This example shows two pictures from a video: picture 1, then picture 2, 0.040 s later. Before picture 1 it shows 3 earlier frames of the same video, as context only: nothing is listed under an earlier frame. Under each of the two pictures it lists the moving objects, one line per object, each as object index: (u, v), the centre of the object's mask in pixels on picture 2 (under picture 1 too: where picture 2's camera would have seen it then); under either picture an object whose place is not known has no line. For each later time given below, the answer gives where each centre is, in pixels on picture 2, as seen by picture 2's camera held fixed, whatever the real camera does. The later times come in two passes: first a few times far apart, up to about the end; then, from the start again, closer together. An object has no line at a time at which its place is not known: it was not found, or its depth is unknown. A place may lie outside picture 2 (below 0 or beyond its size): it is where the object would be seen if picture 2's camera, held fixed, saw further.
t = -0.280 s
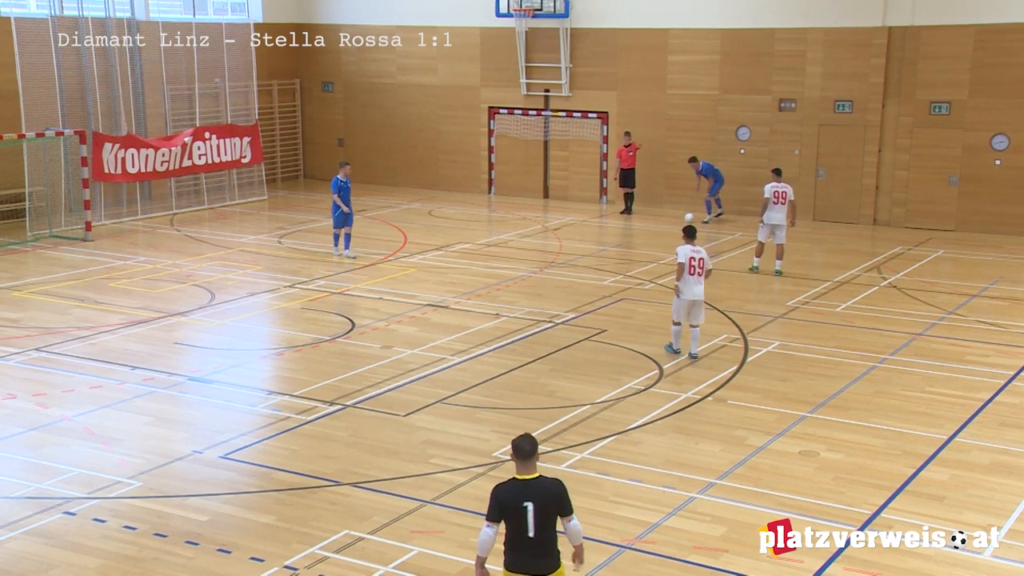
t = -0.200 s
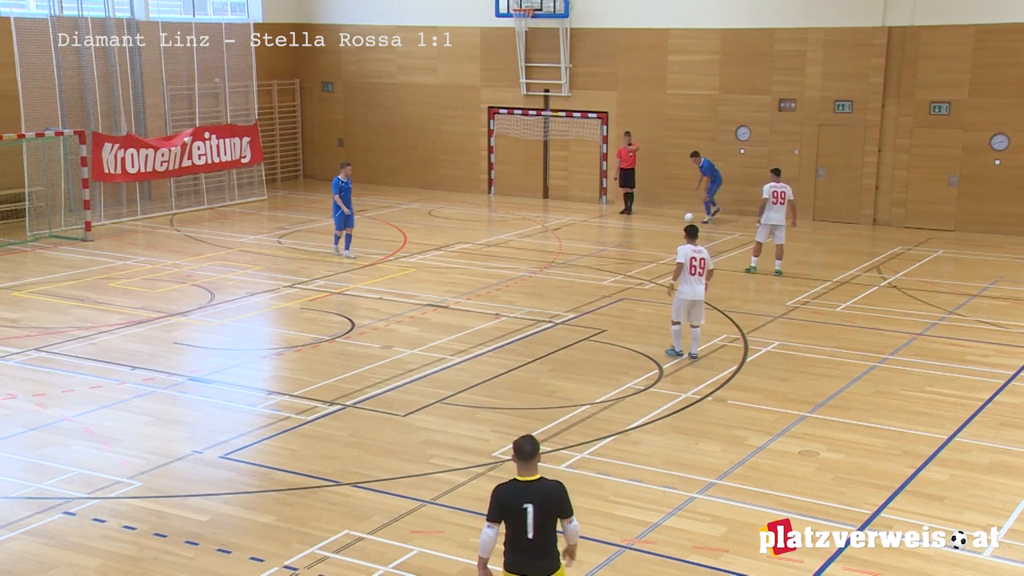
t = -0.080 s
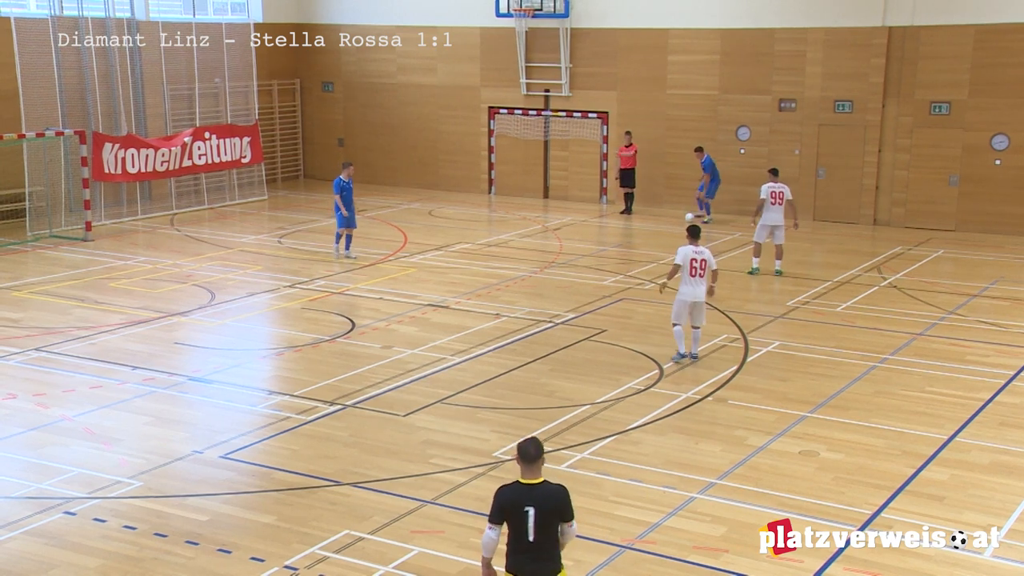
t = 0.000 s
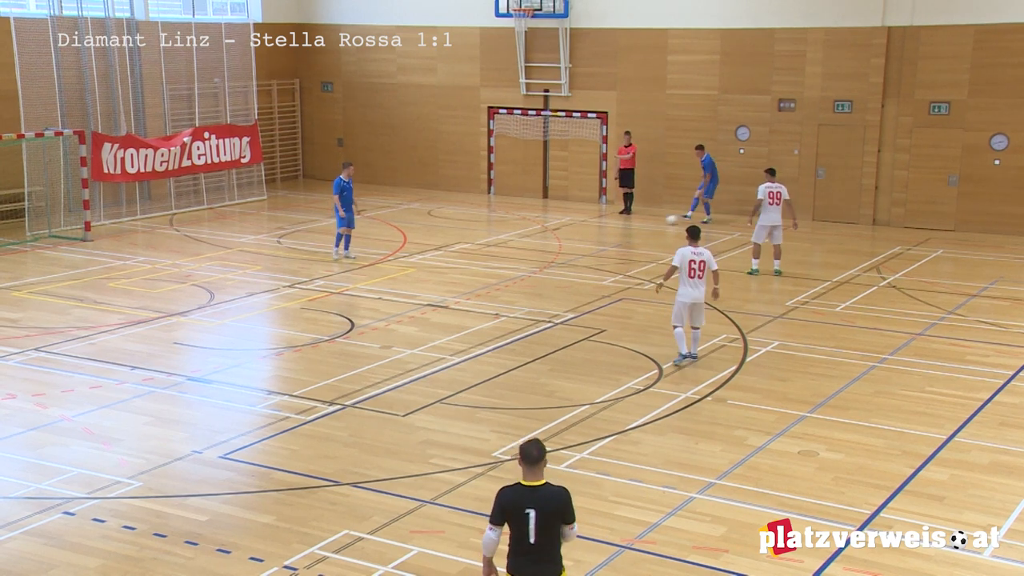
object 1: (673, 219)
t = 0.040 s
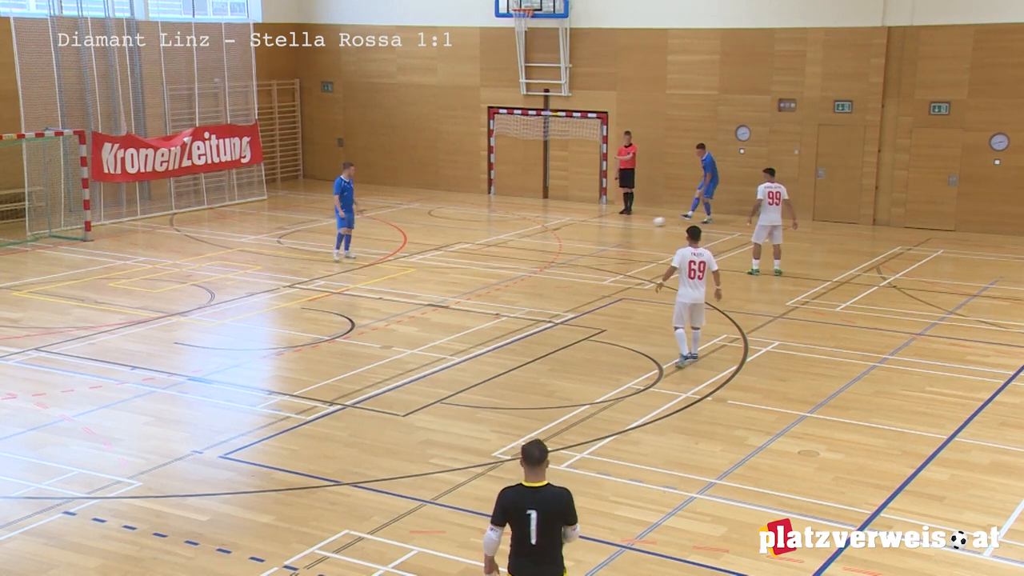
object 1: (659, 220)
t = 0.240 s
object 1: (597, 229)
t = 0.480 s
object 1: (529, 239)
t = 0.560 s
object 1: (507, 241)
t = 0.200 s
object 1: (609, 228)
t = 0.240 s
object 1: (597, 229)
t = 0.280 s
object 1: (584, 231)
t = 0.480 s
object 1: (529, 239)
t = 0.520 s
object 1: (518, 240)
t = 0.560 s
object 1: (507, 241)
